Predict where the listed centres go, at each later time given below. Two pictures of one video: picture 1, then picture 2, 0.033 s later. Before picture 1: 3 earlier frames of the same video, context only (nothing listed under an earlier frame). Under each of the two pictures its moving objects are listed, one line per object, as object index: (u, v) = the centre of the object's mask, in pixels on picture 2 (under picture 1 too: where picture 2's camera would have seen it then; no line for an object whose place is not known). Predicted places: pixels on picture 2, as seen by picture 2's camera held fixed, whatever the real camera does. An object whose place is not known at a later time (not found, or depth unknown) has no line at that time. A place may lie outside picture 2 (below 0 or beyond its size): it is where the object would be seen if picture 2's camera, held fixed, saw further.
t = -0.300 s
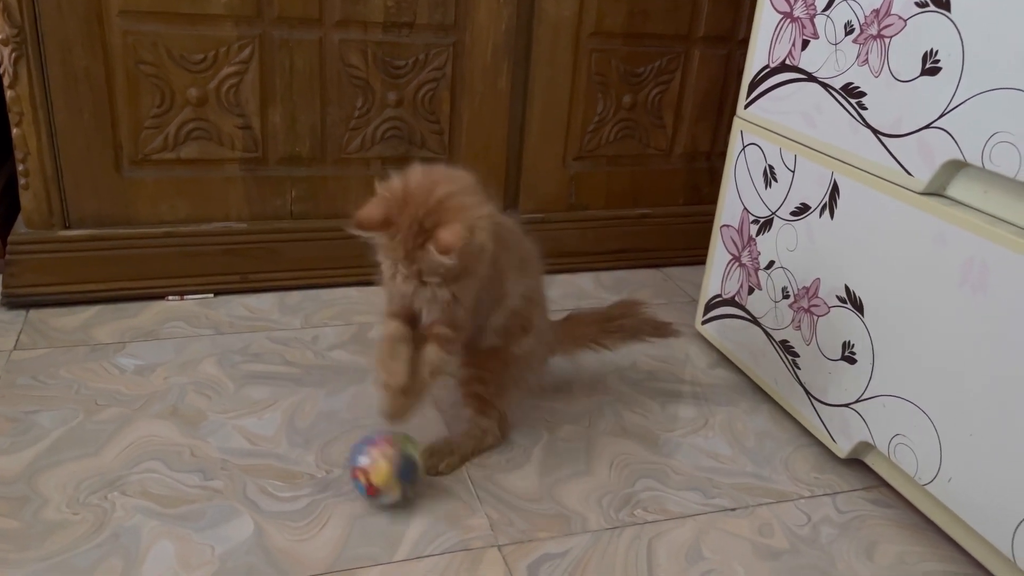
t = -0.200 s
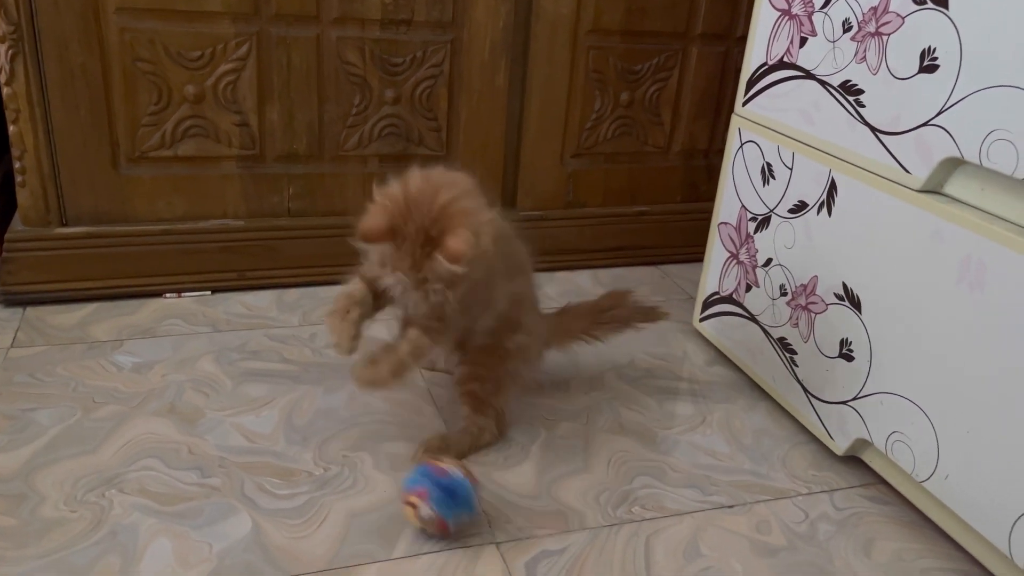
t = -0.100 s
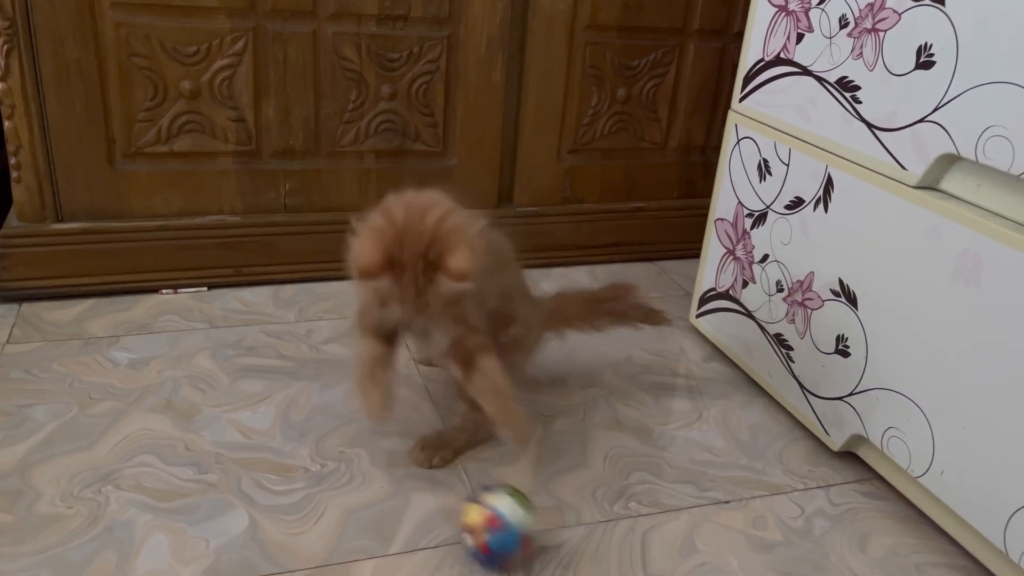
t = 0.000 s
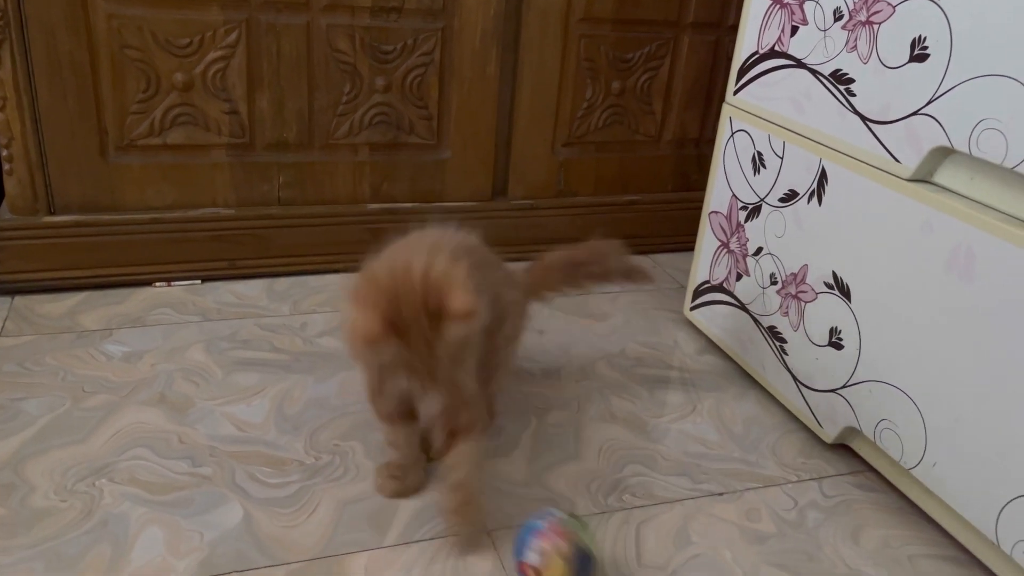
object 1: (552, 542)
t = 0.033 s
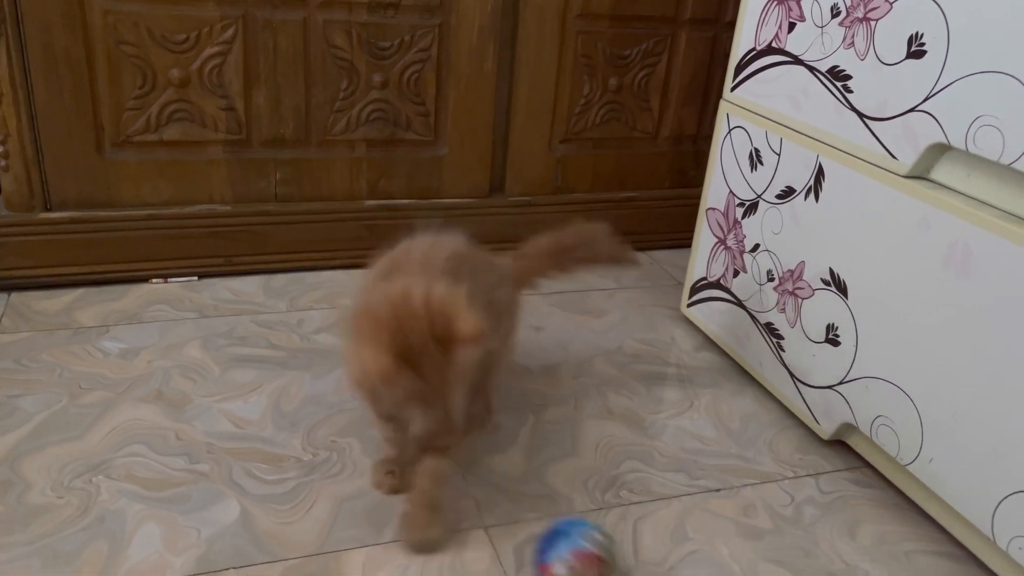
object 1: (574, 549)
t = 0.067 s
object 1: (598, 558)
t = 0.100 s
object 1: (623, 567)
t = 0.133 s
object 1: (649, 579)
